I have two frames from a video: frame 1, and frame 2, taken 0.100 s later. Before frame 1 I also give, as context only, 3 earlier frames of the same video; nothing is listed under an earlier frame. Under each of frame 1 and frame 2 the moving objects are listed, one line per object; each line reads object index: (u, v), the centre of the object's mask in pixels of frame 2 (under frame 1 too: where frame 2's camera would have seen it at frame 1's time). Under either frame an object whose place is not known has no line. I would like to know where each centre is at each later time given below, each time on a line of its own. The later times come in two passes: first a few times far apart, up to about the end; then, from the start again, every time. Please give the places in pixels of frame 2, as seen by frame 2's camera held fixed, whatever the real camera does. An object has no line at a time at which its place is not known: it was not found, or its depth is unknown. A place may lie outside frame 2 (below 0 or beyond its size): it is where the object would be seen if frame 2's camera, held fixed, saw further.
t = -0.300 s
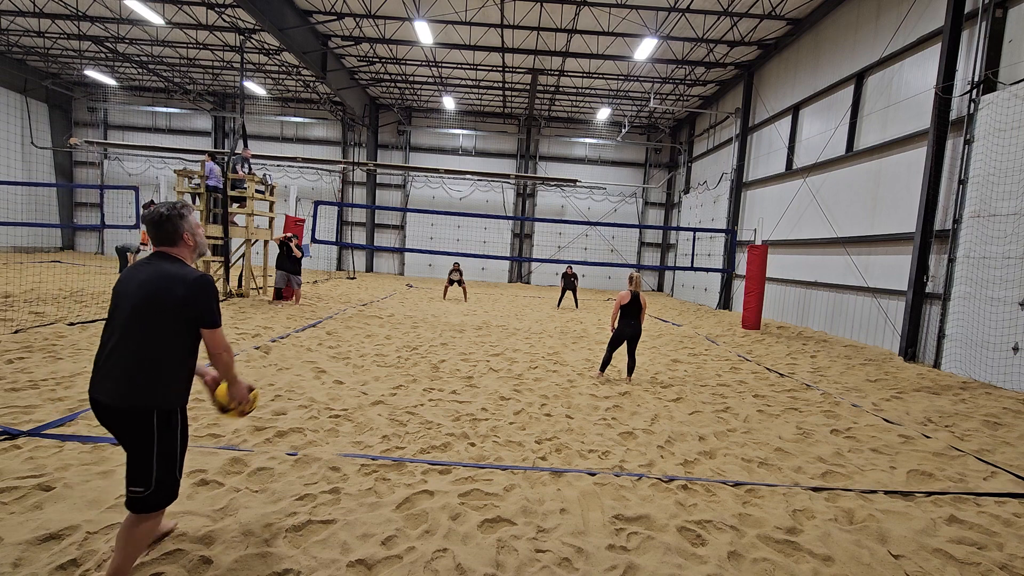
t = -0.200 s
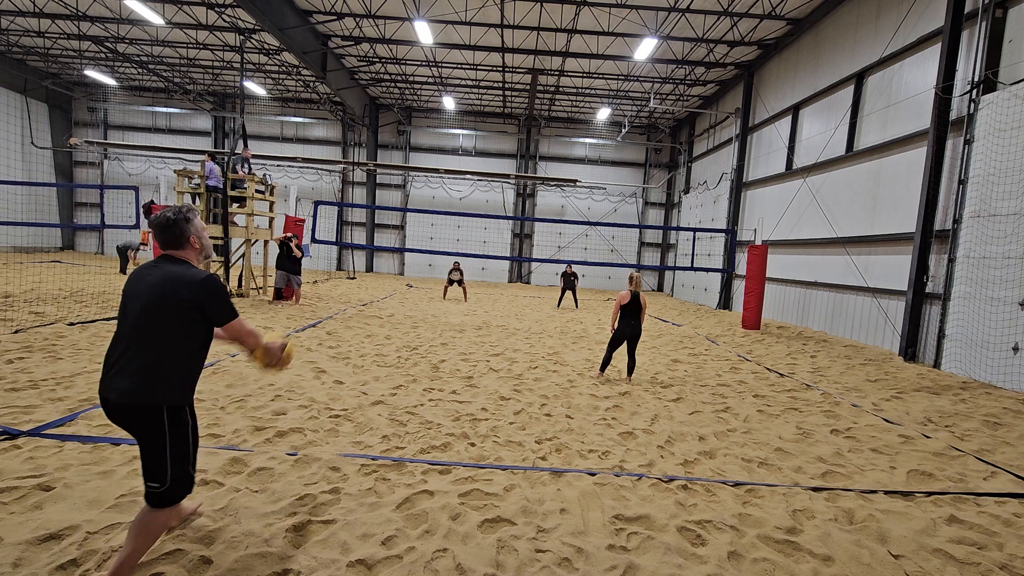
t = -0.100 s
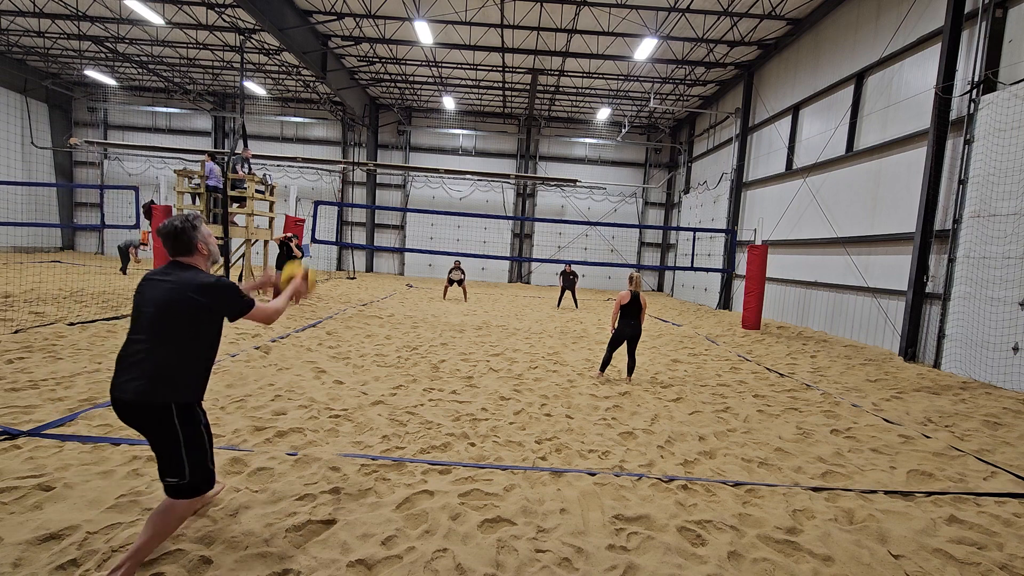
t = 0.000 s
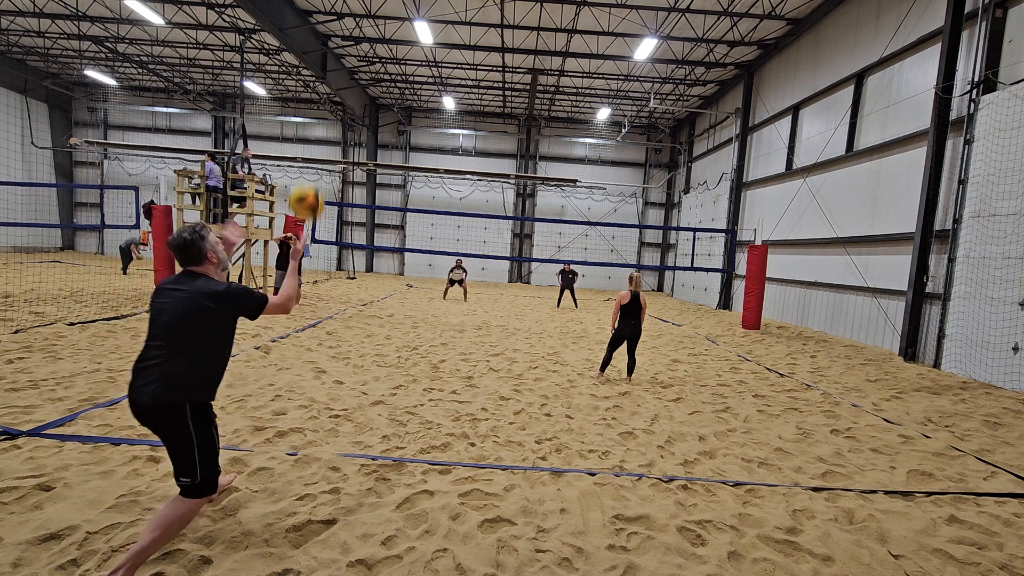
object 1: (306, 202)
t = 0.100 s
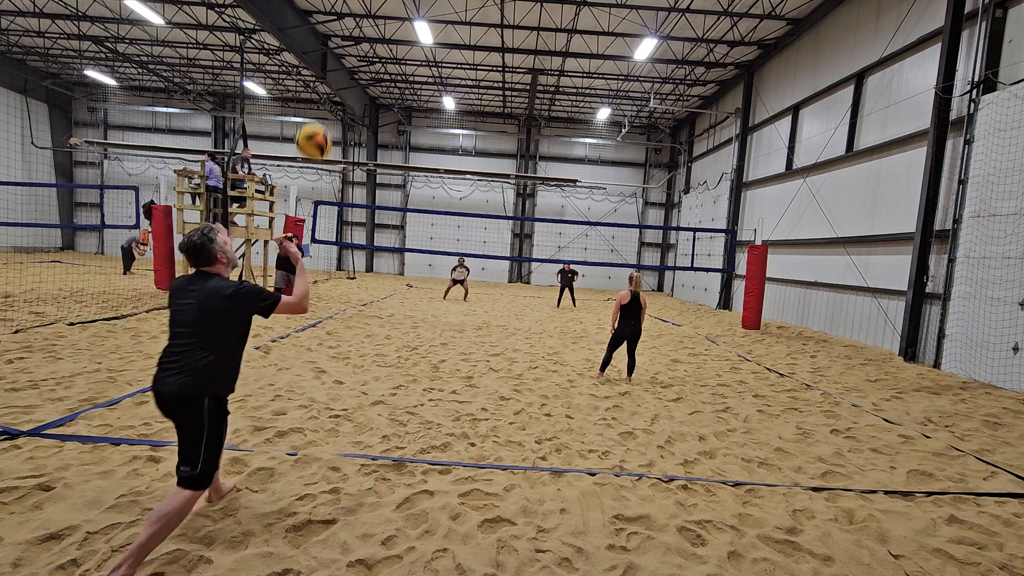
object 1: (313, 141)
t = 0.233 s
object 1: (322, 90)
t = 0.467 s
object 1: (333, 70)
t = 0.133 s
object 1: (316, 126)
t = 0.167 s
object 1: (318, 111)
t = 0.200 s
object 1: (320, 100)
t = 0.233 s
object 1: (322, 90)
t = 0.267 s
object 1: (324, 82)
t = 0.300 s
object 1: (325, 75)
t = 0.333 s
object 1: (327, 70)
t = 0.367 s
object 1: (329, 68)
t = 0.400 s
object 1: (330, 67)
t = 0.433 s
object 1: (331, 67)
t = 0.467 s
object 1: (333, 70)
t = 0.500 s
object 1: (334, 73)
